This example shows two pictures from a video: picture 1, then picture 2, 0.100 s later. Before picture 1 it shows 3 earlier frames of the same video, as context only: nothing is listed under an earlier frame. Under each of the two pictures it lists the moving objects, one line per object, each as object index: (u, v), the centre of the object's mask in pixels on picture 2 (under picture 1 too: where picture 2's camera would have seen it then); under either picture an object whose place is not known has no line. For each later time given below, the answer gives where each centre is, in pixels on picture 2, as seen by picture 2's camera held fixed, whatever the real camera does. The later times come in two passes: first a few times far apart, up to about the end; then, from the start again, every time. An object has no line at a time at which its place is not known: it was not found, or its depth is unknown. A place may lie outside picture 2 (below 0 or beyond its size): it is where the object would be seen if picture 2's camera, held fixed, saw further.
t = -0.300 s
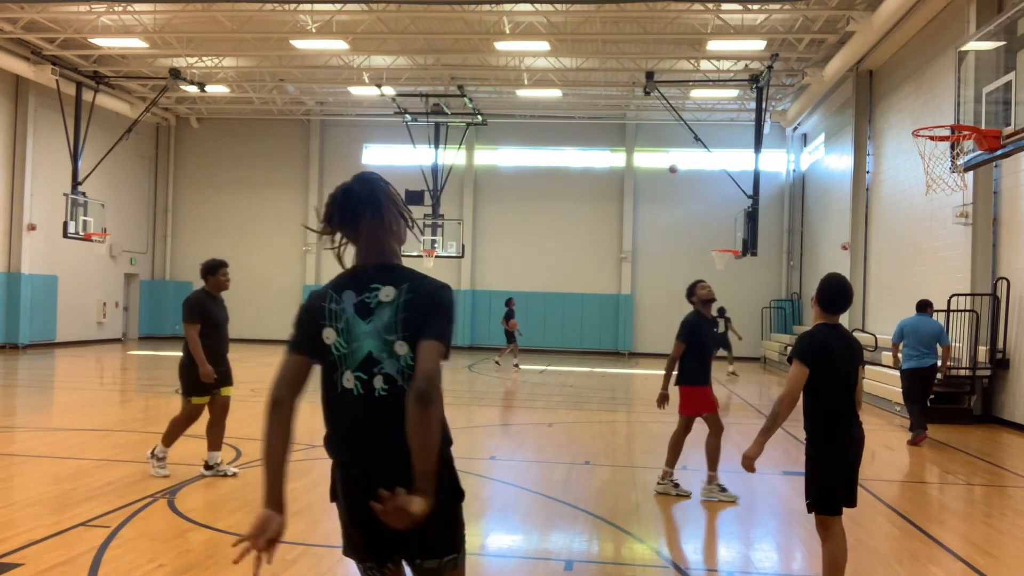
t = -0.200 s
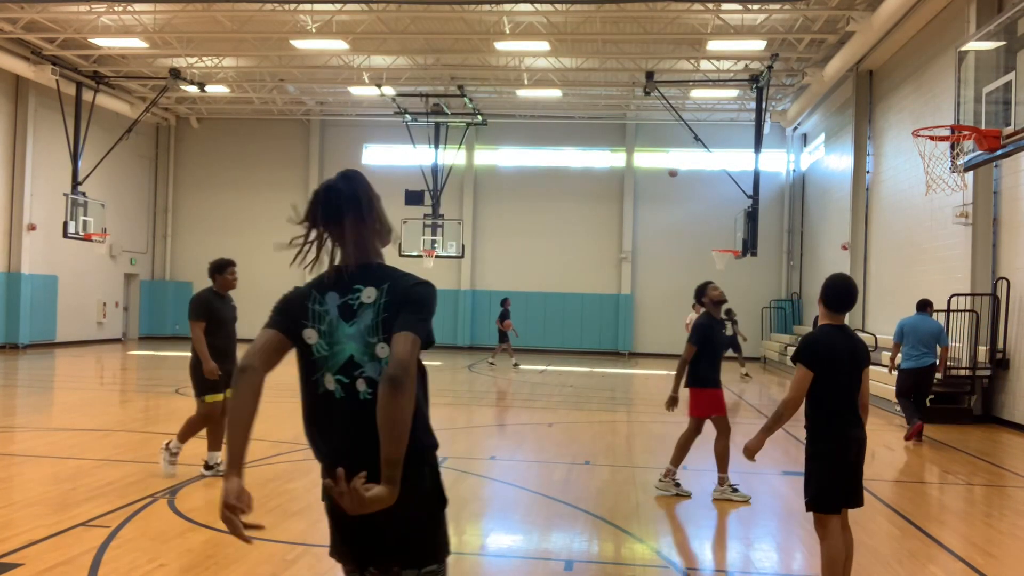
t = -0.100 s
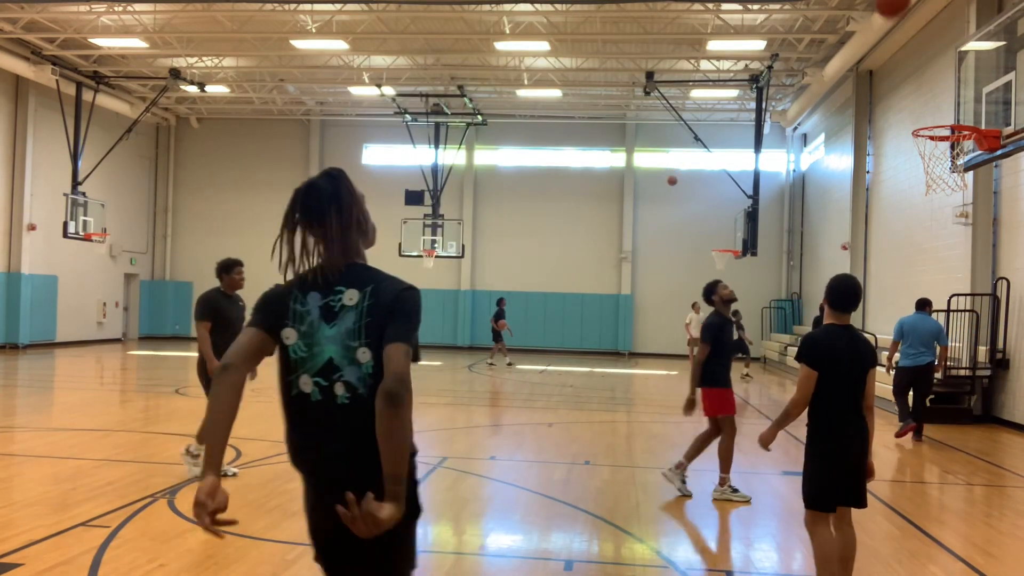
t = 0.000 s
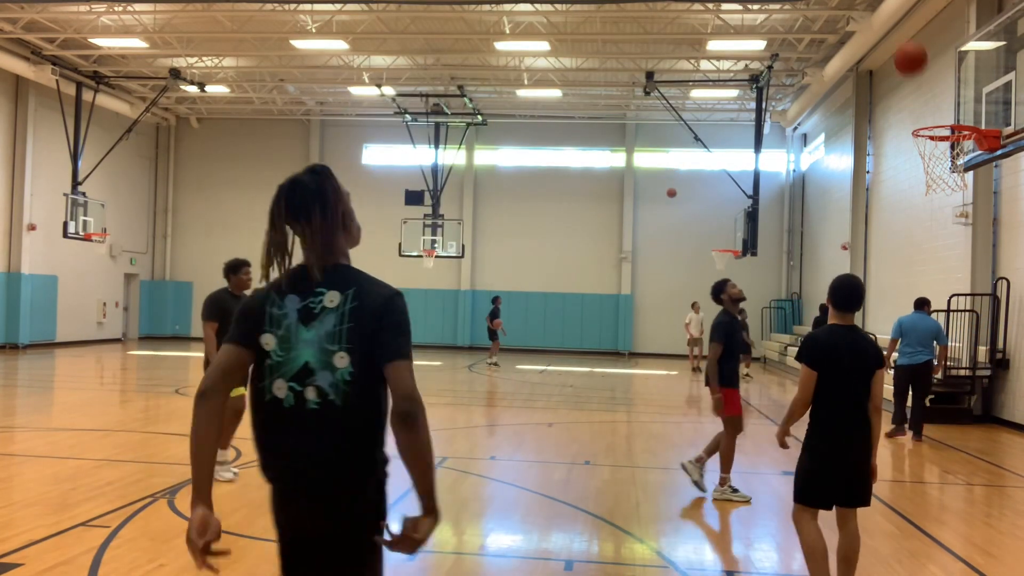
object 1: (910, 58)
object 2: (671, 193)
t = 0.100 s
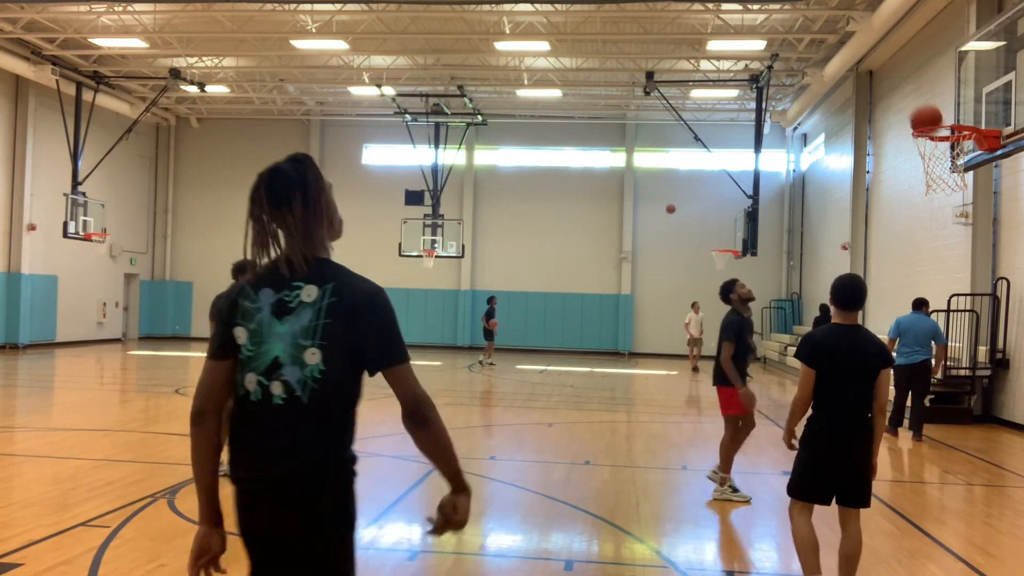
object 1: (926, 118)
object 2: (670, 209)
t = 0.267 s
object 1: (968, 153)
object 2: (668, 245)
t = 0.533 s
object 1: (967, 204)
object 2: (664, 324)
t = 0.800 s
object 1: (957, 345)
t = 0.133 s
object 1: (933, 132)
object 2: (670, 215)
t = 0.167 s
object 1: (946, 140)
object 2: (670, 222)
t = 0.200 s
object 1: (956, 145)
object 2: (669, 229)
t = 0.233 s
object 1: (964, 151)
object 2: (669, 237)
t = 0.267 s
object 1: (968, 153)
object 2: (668, 245)
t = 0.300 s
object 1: (970, 155)
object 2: (668, 253)
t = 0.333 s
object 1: (972, 163)
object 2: (667, 262)
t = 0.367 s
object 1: (974, 171)
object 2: (667, 271)
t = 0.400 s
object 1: (972, 172)
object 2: (666, 280)
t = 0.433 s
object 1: (970, 175)
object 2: (666, 291)
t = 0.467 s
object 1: (969, 183)
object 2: (665, 301)
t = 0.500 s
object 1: (969, 193)
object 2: (665, 312)
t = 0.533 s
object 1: (967, 204)
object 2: (664, 324)
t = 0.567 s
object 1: (966, 215)
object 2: (663, 336)
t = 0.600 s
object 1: (965, 228)
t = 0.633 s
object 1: (964, 244)
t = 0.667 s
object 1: (963, 261)
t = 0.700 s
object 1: (961, 279)
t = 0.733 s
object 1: (960, 299)
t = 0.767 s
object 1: (959, 321)
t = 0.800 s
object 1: (957, 345)
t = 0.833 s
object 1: (956, 373)
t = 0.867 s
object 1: (954, 397)
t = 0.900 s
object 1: (953, 423)
